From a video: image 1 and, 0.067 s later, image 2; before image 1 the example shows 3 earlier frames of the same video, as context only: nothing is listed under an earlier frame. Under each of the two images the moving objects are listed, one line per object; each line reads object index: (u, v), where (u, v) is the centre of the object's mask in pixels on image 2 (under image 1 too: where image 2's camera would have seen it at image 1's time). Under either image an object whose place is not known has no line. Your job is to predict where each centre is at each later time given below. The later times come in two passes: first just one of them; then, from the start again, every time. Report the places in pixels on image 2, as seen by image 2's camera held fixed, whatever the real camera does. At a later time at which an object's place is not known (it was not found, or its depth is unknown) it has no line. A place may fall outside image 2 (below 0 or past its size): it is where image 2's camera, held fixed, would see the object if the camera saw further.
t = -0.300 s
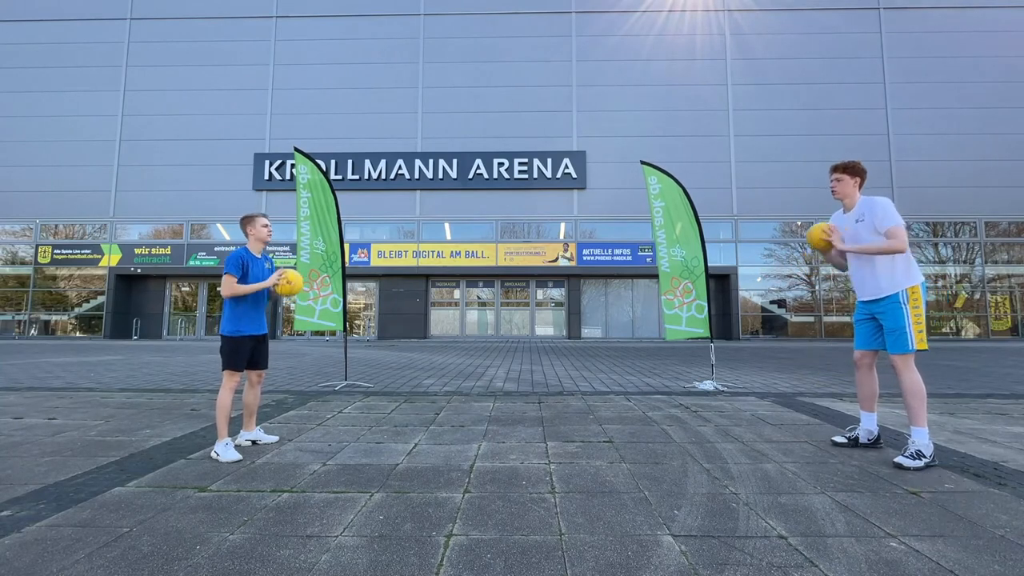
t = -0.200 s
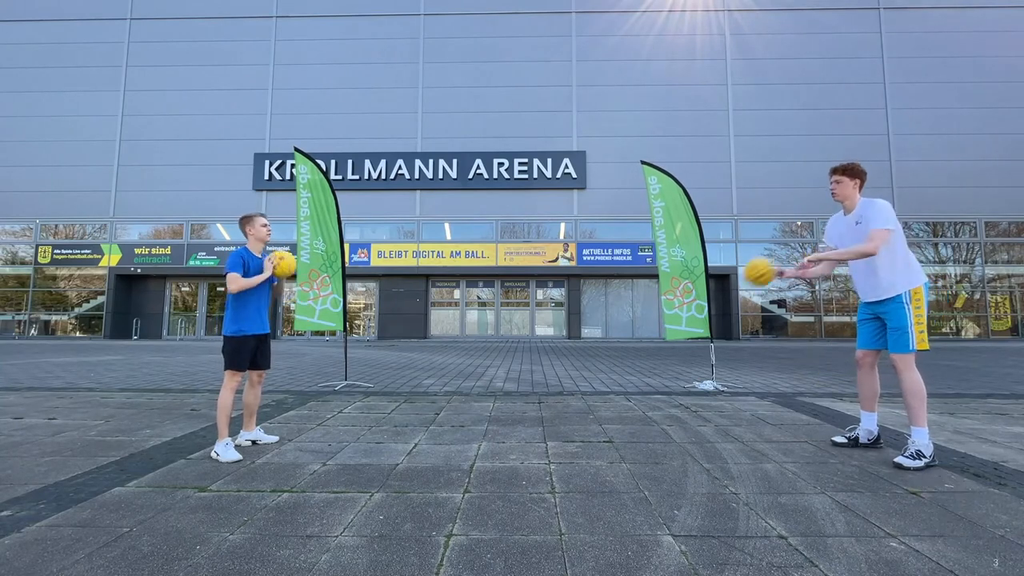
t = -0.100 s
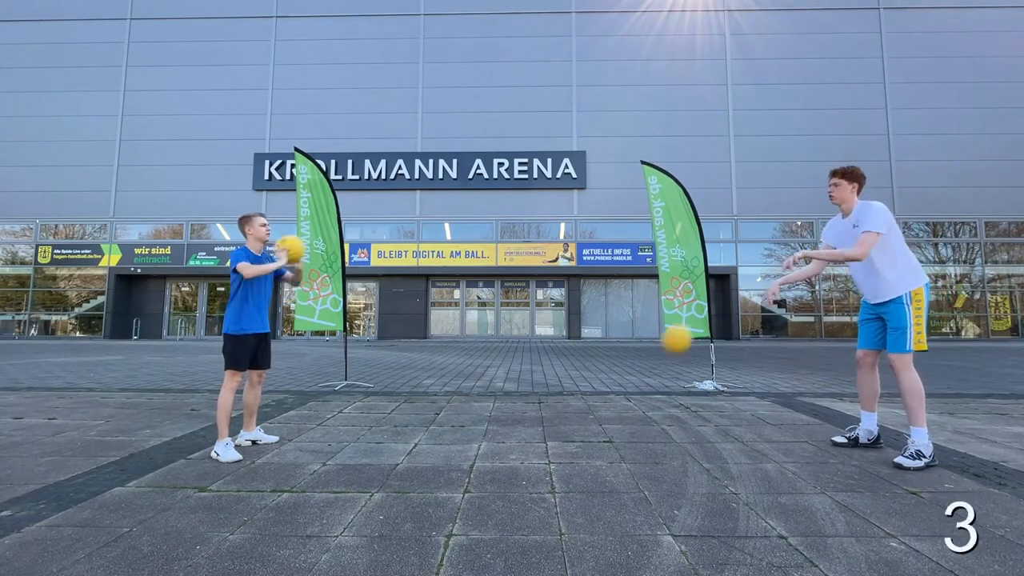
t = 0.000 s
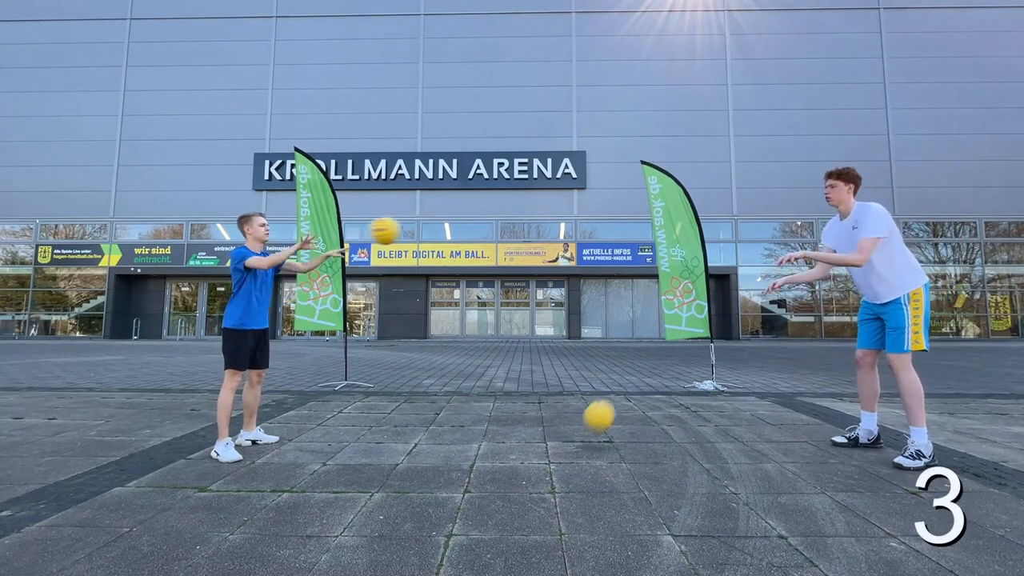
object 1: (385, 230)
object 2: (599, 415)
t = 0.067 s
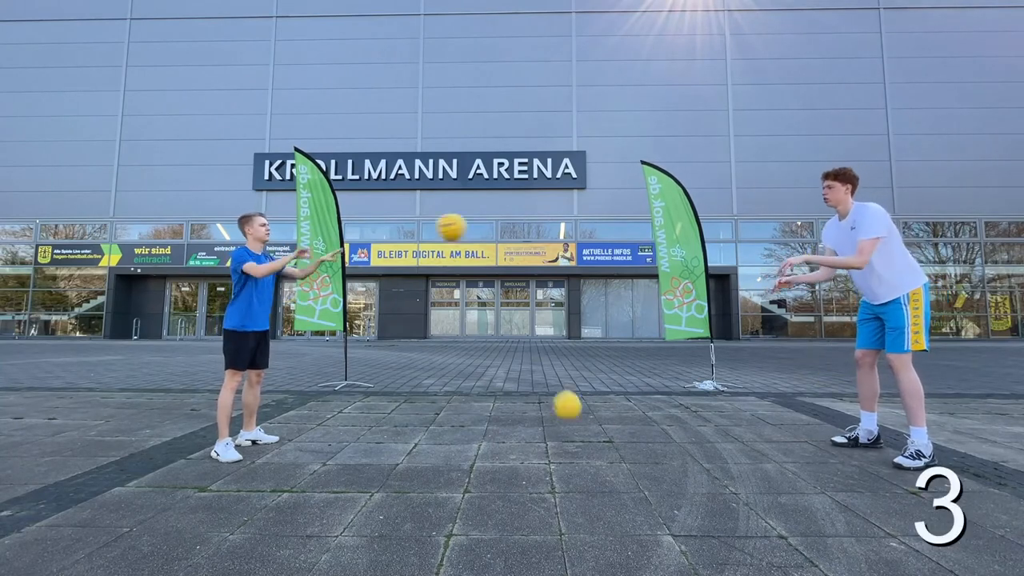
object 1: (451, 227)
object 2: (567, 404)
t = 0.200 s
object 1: (582, 237)
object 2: (522, 327)
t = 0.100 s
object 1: (484, 227)
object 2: (556, 383)
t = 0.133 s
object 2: (545, 363)
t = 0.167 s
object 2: (533, 345)
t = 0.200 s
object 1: (582, 237)
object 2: (522, 327)
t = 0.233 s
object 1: (613, 243)
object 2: (511, 312)
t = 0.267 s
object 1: (645, 252)
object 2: (500, 298)
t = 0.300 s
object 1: (678, 261)
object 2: (489, 285)
